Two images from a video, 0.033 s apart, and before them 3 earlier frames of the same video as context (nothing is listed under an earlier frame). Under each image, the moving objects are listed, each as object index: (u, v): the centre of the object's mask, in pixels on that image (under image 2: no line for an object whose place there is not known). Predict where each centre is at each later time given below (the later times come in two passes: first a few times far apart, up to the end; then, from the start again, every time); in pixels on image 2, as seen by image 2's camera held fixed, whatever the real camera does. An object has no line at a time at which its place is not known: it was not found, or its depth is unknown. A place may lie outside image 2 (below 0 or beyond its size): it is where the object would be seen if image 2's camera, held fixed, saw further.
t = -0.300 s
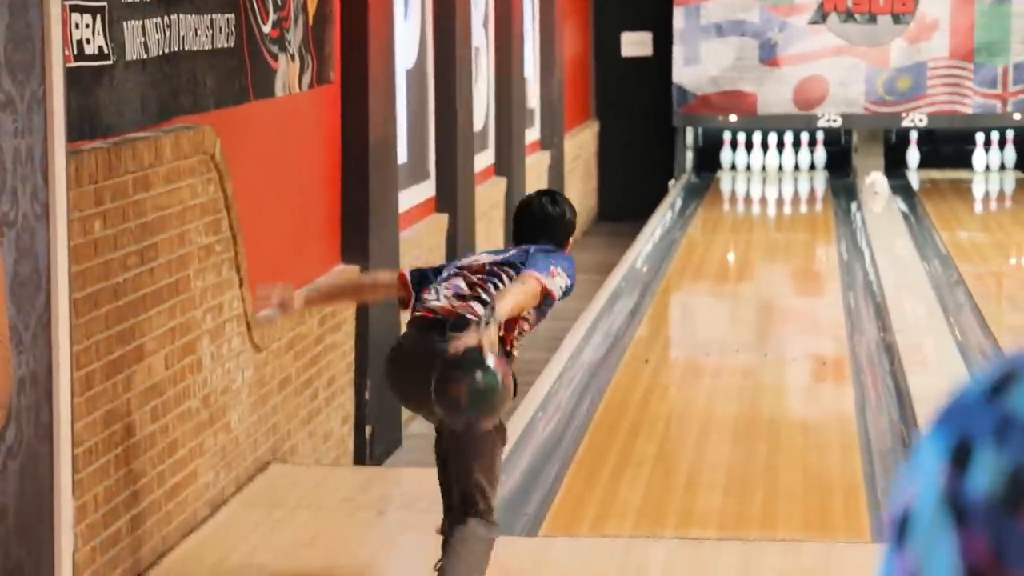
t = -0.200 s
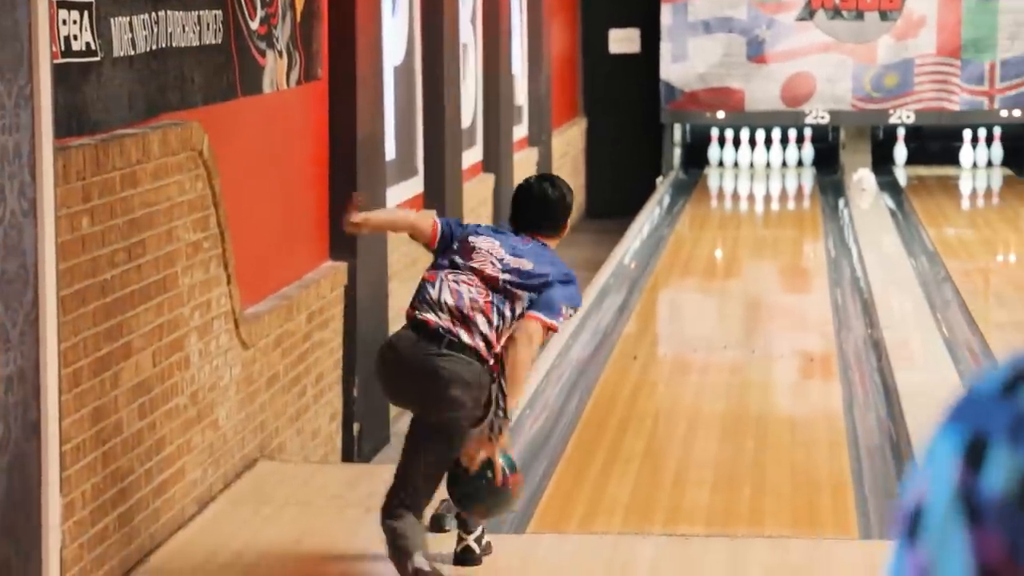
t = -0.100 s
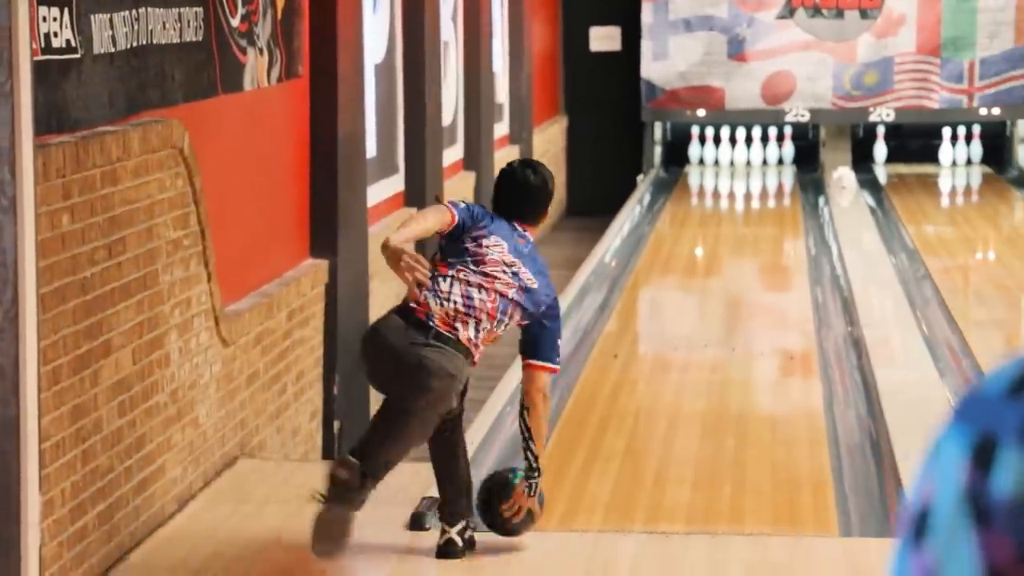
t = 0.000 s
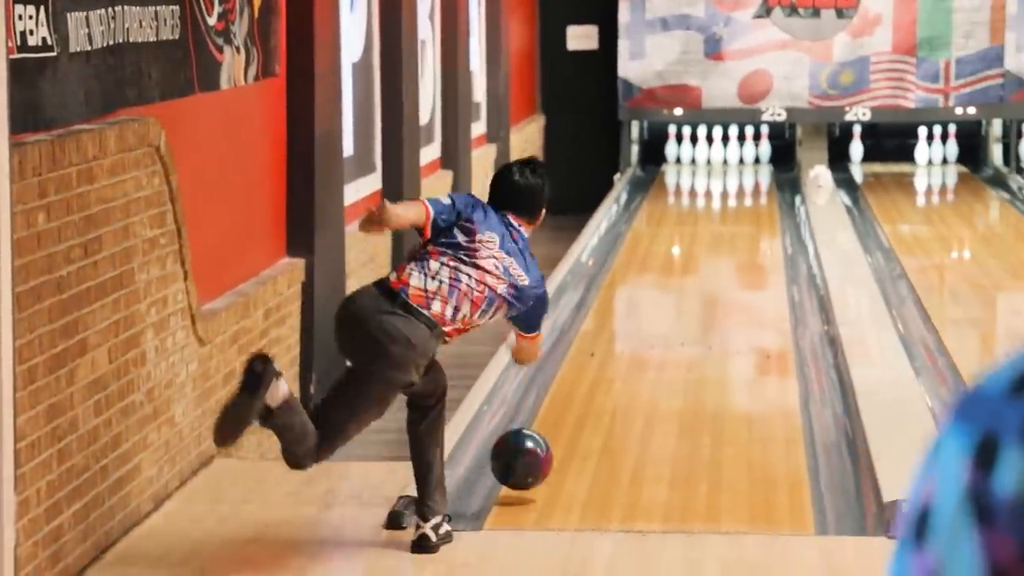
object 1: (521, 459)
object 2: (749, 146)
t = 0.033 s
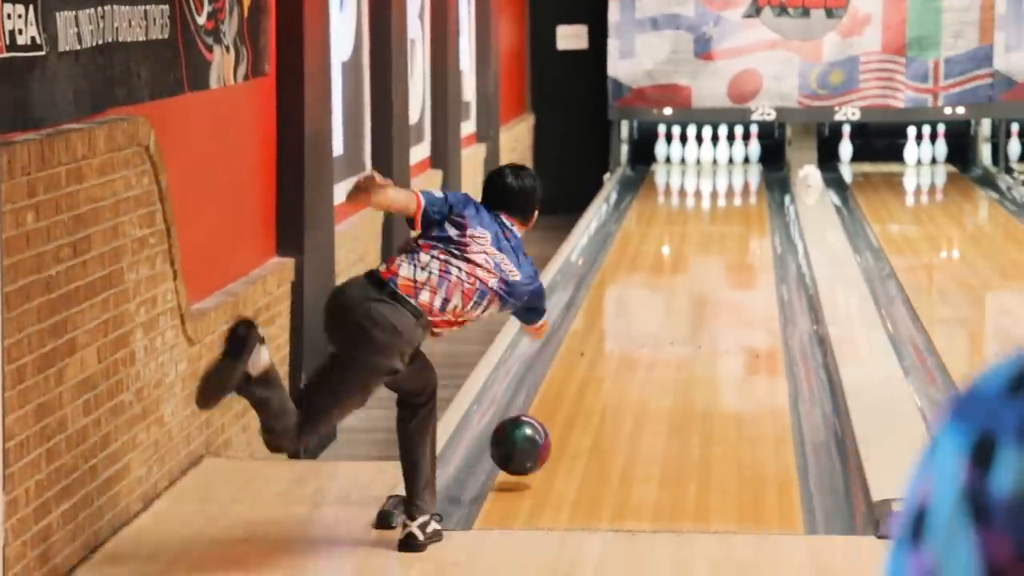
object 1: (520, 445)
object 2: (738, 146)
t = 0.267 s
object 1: (572, 386)
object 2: (738, 145)
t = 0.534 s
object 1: (613, 328)
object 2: (737, 146)
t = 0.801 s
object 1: (642, 287)
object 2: (736, 145)
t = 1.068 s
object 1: (664, 254)
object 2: (737, 145)
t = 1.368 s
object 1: (683, 224)
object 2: (738, 144)
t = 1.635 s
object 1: (696, 202)
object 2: (739, 144)
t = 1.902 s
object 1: (706, 184)
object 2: (740, 143)
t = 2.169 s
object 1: (710, 170)
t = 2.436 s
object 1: (702, 157)
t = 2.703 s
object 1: (673, 150)
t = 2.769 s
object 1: (666, 150)
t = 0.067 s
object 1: (528, 435)
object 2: (738, 146)
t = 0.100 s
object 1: (536, 428)
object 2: (738, 145)
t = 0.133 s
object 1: (544, 425)
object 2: (738, 145)
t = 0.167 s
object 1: (551, 414)
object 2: (738, 145)
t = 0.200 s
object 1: (559, 405)
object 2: (738, 145)
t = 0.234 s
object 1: (565, 395)
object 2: (738, 144)
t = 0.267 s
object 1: (572, 386)
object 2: (738, 145)
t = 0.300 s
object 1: (578, 378)
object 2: (737, 145)
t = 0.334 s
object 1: (580, 375)
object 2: (737, 145)
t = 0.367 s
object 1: (597, 358)
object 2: (737, 146)
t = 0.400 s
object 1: (595, 355)
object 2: (737, 145)
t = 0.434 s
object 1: (600, 348)
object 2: (737, 145)
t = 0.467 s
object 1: (604, 341)
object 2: (737, 145)
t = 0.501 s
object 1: (609, 335)
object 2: (737, 146)
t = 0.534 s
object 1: (613, 328)
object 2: (737, 146)
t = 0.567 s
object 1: (618, 322)
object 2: (737, 145)
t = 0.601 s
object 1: (622, 317)
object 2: (736, 146)
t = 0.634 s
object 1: (626, 311)
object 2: (736, 146)
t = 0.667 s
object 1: (629, 306)
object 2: (736, 146)
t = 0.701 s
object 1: (632, 301)
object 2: (736, 145)
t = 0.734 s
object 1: (636, 296)
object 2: (736, 146)
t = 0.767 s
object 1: (639, 292)
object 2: (736, 145)
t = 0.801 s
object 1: (642, 287)
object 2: (736, 145)
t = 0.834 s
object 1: (646, 282)
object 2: (736, 145)
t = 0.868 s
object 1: (648, 278)
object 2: (736, 146)
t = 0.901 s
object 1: (652, 274)
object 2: (736, 146)
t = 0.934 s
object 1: (654, 269)
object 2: (736, 145)
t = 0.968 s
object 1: (657, 265)
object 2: (736, 145)
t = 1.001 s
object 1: (659, 261)
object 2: (736, 145)
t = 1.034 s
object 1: (662, 257)
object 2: (737, 145)
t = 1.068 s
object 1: (664, 254)
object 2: (737, 145)
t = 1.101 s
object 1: (667, 250)
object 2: (737, 145)
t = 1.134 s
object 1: (669, 247)
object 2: (737, 145)
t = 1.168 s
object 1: (672, 243)
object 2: (737, 145)
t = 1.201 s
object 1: (674, 240)
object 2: (737, 145)
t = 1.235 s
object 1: (676, 236)
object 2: (737, 145)
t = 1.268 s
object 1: (678, 233)
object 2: (738, 145)
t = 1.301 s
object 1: (680, 230)
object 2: (738, 145)
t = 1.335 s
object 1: (682, 227)
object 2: (738, 145)
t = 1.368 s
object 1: (683, 224)
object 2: (738, 144)
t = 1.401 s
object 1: (685, 221)
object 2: (738, 145)
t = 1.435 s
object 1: (687, 218)
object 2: (738, 144)
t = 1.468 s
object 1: (689, 215)
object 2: (738, 144)
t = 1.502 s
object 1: (690, 212)
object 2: (739, 144)
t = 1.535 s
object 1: (692, 210)
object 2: (739, 144)
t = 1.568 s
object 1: (694, 207)
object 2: (739, 144)
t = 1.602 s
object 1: (694, 204)
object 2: (739, 144)
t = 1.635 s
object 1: (696, 202)
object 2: (739, 144)
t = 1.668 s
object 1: (697, 200)
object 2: (739, 144)
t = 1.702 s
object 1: (699, 197)
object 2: (739, 144)
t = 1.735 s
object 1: (700, 195)
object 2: (739, 144)
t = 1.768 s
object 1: (701, 192)
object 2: (739, 144)
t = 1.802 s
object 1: (702, 190)
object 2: (739, 144)
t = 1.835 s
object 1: (704, 188)
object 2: (739, 144)
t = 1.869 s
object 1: (705, 186)
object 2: (740, 144)
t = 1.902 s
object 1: (706, 184)
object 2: (740, 143)
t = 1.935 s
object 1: (707, 182)
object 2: (740, 144)
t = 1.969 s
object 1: (708, 180)
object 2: (740, 143)
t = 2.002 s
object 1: (708, 179)
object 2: (740, 143)
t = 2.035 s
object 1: (709, 177)
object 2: (740, 143)
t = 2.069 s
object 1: (710, 175)
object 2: (740, 143)
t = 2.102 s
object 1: (710, 173)
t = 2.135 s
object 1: (710, 171)
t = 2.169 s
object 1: (710, 170)
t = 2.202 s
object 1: (710, 168)
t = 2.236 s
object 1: (710, 167)
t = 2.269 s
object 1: (708, 165)
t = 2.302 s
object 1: (707, 164)
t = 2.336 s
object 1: (707, 162)
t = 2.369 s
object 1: (706, 160)
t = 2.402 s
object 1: (704, 159)
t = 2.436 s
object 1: (702, 157)
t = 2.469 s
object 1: (700, 156)
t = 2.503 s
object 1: (696, 154)
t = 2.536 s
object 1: (692, 153)
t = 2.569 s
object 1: (688, 152)
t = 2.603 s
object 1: (682, 153)
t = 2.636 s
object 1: (679, 152)
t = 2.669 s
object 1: (676, 151)
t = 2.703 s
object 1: (673, 150)
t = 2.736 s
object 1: (668, 150)
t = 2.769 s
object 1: (666, 150)
